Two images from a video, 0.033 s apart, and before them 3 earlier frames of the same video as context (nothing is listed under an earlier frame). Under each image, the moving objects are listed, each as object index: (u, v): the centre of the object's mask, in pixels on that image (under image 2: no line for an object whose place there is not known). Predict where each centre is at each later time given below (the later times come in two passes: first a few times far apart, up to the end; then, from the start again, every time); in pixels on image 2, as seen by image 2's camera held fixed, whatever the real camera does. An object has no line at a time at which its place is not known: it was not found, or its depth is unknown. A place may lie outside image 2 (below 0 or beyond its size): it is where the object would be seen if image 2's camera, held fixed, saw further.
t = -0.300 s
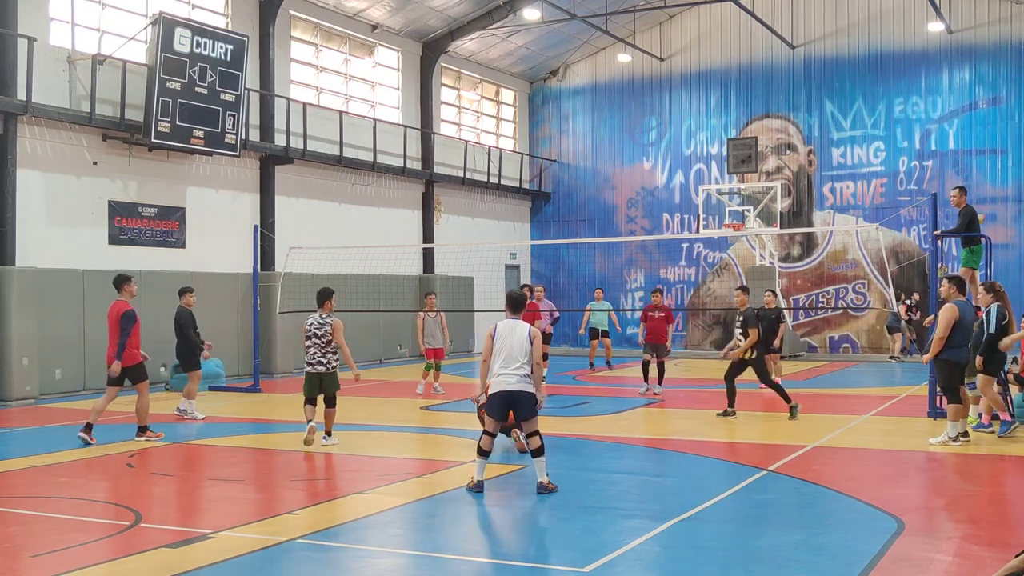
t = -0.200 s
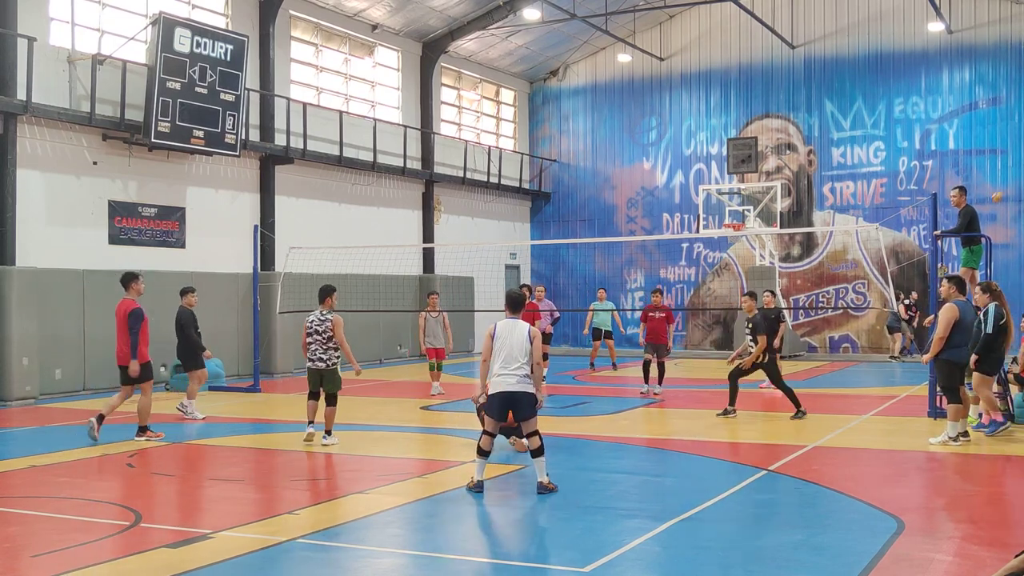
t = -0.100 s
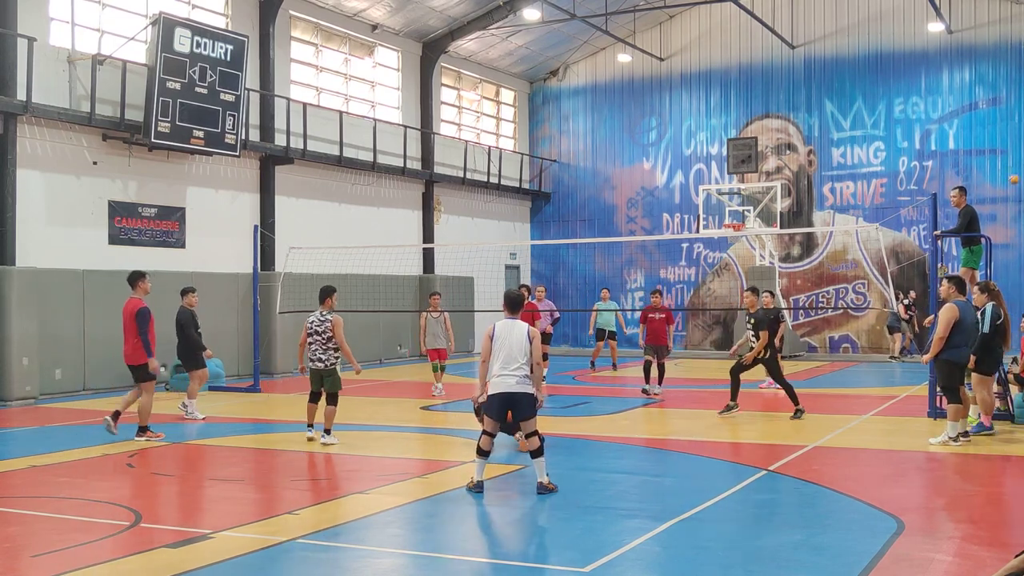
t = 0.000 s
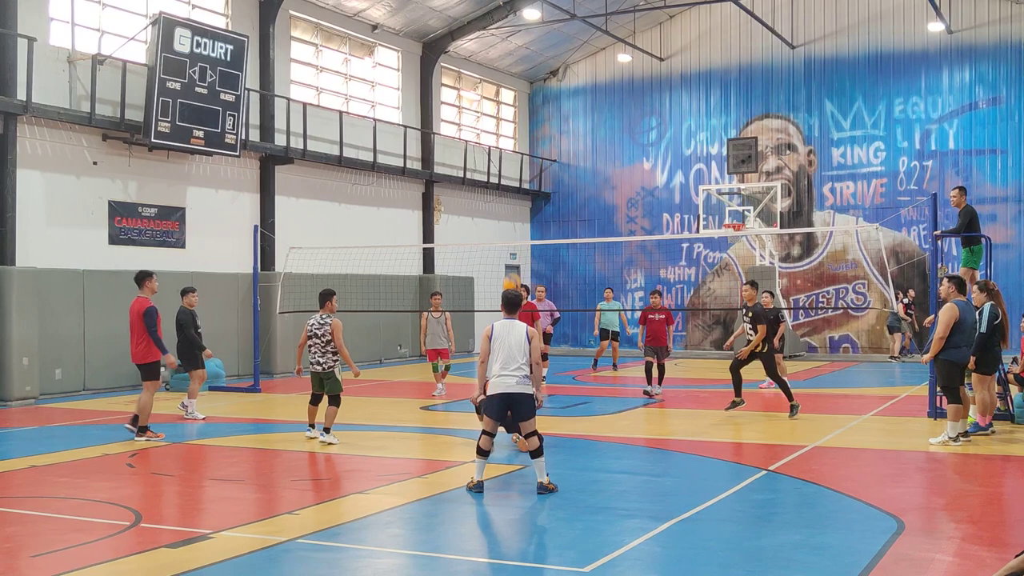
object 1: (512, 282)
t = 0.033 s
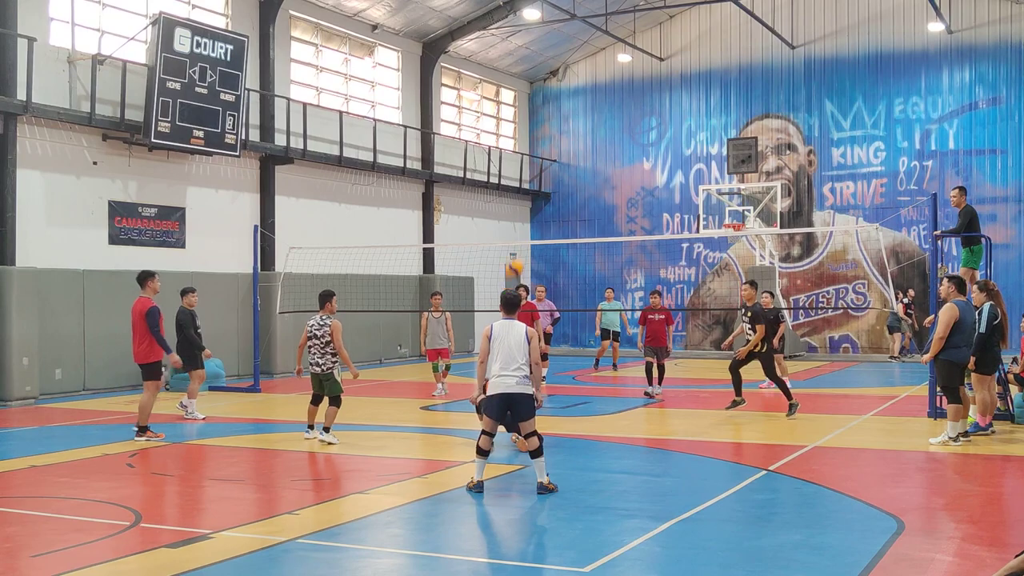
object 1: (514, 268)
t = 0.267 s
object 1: (533, 173)
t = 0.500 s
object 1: (550, 128)
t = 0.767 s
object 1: (570, 129)
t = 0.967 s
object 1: (585, 165)
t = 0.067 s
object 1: (516, 251)
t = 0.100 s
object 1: (519, 235)
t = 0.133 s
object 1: (522, 220)
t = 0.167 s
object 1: (525, 206)
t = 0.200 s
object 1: (527, 195)
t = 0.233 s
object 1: (530, 184)
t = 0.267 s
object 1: (533, 173)
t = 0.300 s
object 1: (536, 163)
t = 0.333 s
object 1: (538, 156)
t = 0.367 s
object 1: (540, 148)
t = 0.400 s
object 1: (543, 142)
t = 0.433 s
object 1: (545, 136)
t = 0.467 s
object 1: (548, 131)
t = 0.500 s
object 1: (550, 128)
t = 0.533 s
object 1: (553, 125)
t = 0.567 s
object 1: (555, 123)
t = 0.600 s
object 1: (558, 122)
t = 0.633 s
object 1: (561, 122)
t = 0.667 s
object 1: (563, 123)
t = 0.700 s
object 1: (566, 124)
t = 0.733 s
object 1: (568, 126)
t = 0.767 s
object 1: (570, 129)
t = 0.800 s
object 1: (573, 134)
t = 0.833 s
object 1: (575, 138)
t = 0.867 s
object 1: (578, 144)
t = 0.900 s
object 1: (580, 150)
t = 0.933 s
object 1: (583, 158)
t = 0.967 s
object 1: (585, 165)
